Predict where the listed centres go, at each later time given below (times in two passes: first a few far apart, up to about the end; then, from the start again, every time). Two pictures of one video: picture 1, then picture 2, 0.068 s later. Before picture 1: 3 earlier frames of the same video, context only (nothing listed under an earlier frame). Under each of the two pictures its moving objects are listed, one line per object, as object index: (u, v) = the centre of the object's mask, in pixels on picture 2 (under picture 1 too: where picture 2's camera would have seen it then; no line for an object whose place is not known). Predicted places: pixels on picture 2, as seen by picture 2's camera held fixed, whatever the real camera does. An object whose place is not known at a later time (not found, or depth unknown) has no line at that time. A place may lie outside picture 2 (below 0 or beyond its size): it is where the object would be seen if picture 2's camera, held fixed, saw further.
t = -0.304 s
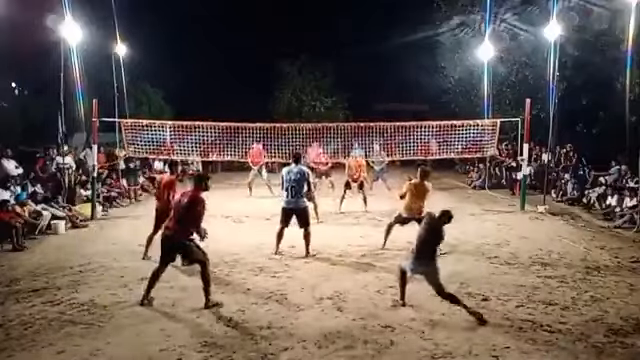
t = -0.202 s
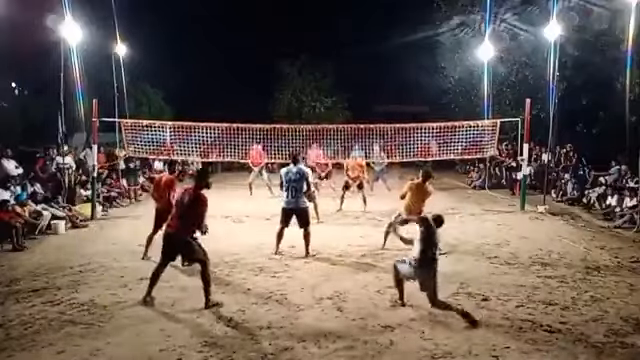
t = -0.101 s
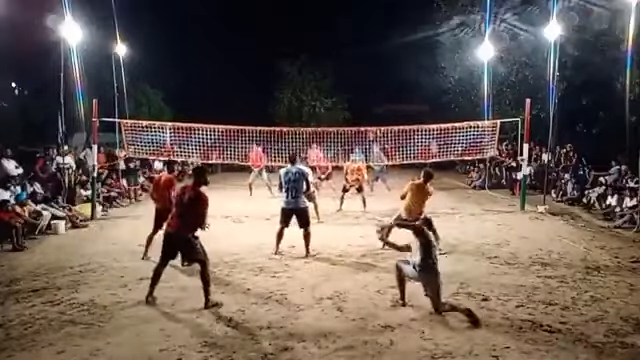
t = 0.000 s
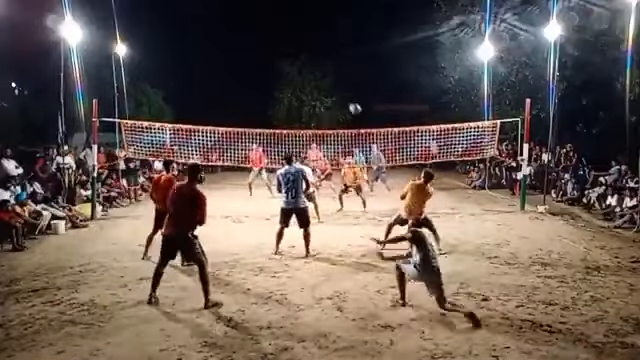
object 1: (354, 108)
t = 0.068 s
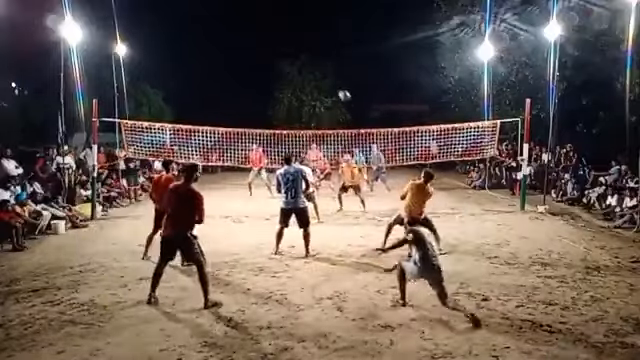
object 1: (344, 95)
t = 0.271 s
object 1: (319, 74)
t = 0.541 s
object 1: (298, 76)
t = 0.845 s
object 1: (283, 101)
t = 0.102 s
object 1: (339, 90)
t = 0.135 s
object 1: (334, 85)
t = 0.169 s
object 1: (330, 82)
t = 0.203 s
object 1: (326, 79)
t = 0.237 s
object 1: (322, 76)
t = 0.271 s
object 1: (319, 74)
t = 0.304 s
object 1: (315, 73)
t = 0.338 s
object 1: (313, 72)
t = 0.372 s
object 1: (310, 72)
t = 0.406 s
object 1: (307, 72)
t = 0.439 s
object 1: (304, 72)
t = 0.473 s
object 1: (302, 73)
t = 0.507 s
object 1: (299, 74)
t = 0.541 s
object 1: (298, 76)
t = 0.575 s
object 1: (295, 77)
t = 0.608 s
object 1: (294, 80)
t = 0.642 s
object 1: (292, 82)
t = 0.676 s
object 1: (290, 84)
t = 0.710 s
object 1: (289, 87)
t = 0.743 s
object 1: (287, 90)
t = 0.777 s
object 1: (286, 94)
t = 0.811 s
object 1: (284, 97)
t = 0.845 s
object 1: (283, 101)
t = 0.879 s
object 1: (282, 105)
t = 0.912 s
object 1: (281, 108)
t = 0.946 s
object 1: (280, 113)
